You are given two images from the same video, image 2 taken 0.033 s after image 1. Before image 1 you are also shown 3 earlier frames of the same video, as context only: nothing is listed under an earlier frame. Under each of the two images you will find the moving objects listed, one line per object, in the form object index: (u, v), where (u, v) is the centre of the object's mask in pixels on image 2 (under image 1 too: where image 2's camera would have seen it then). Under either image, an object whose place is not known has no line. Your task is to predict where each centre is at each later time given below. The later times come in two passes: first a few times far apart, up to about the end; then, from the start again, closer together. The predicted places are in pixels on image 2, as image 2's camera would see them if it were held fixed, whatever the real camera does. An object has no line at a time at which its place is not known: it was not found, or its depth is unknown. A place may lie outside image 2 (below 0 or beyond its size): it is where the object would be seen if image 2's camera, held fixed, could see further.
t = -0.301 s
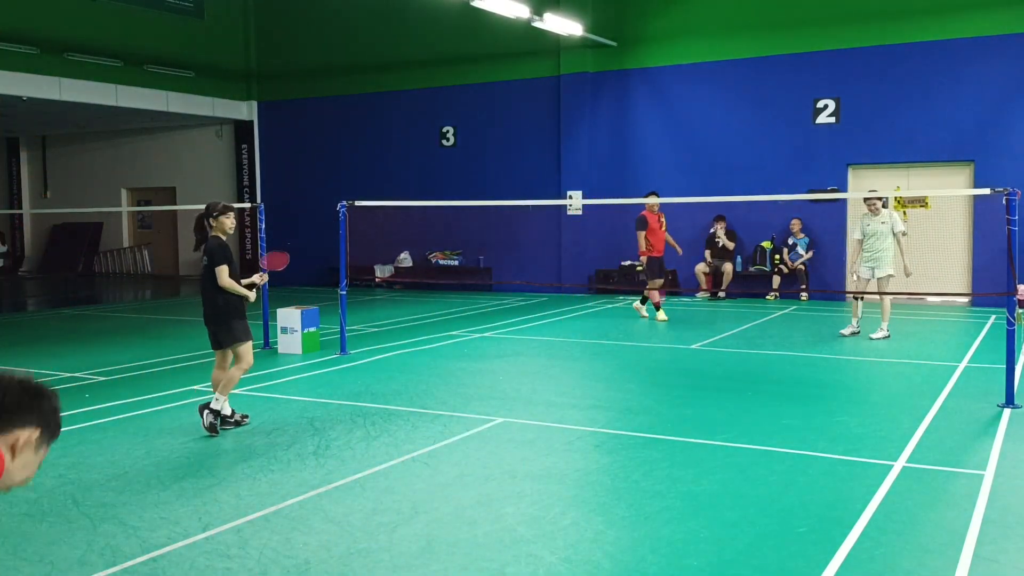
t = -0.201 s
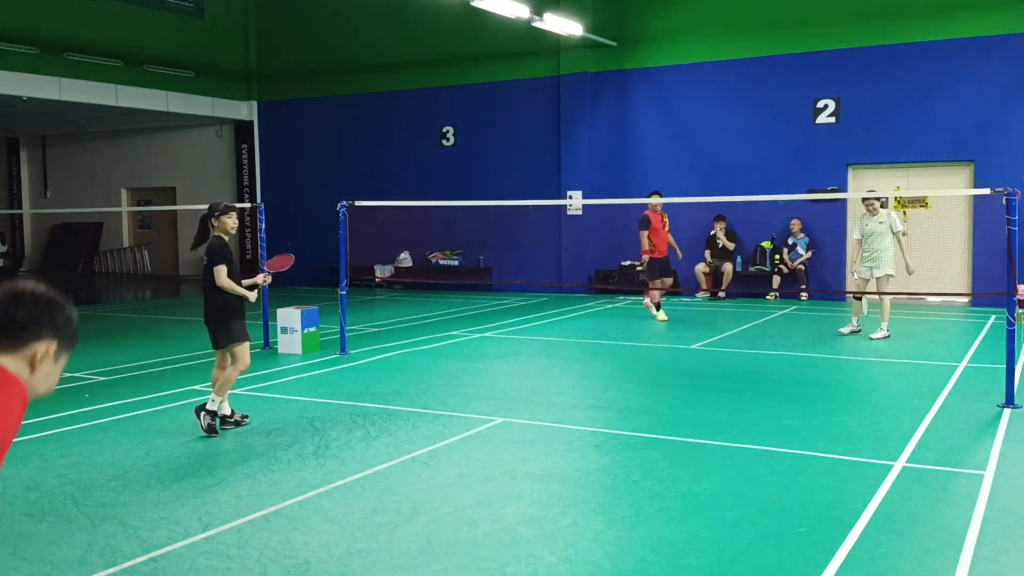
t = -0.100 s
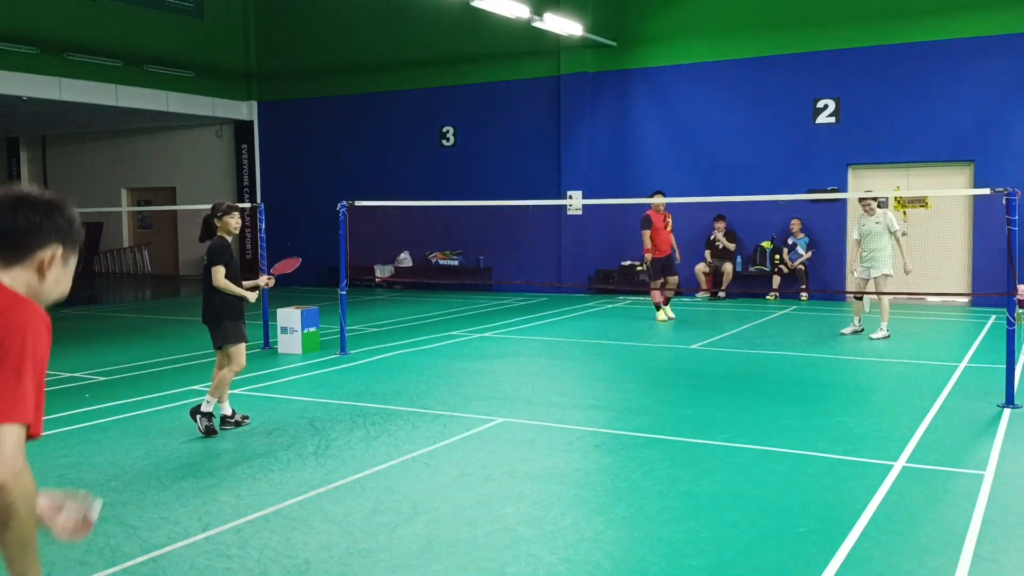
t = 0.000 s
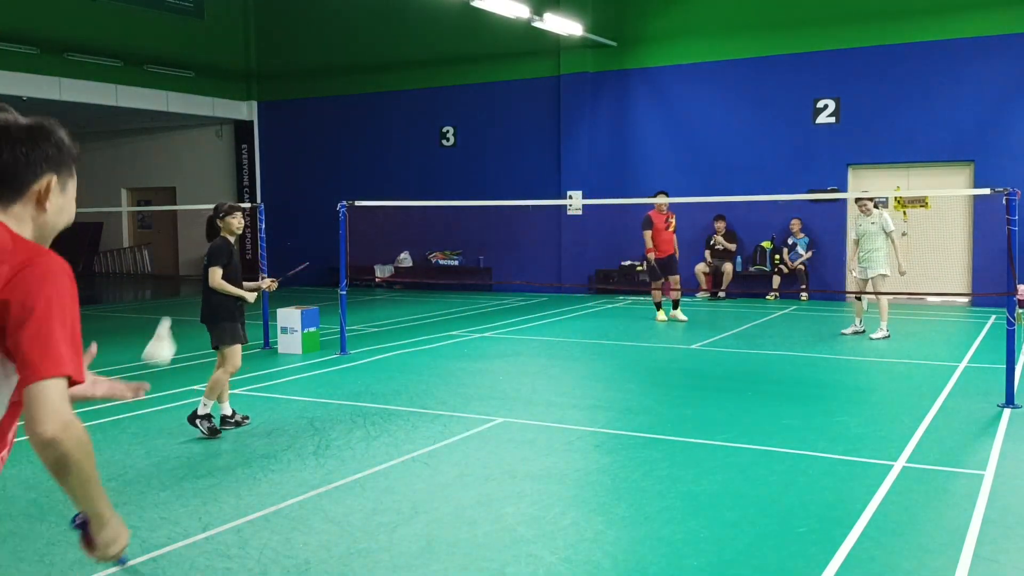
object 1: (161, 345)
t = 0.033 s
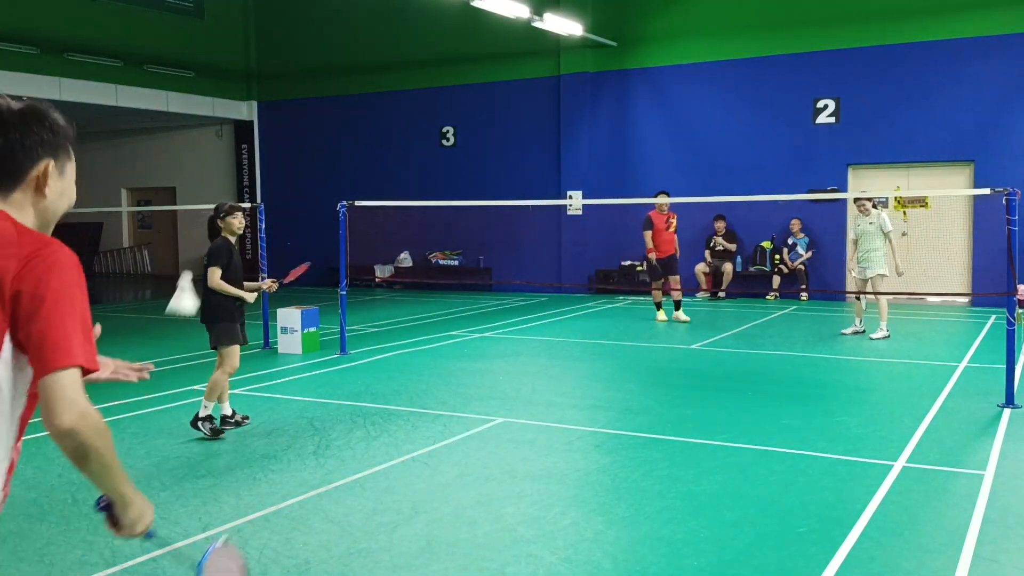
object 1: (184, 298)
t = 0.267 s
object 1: (306, 114)
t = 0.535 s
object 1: (436, 171)
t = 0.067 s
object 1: (204, 257)
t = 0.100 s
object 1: (223, 221)
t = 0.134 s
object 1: (241, 191)
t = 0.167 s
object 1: (258, 165)
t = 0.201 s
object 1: (274, 143)
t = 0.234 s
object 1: (290, 126)
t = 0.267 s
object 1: (306, 114)
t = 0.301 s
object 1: (323, 107)
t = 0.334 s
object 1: (339, 104)
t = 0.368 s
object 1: (356, 105)
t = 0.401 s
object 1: (372, 111)
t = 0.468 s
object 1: (404, 134)
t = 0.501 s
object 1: (420, 151)
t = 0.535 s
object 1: (436, 171)
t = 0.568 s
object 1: (452, 196)
